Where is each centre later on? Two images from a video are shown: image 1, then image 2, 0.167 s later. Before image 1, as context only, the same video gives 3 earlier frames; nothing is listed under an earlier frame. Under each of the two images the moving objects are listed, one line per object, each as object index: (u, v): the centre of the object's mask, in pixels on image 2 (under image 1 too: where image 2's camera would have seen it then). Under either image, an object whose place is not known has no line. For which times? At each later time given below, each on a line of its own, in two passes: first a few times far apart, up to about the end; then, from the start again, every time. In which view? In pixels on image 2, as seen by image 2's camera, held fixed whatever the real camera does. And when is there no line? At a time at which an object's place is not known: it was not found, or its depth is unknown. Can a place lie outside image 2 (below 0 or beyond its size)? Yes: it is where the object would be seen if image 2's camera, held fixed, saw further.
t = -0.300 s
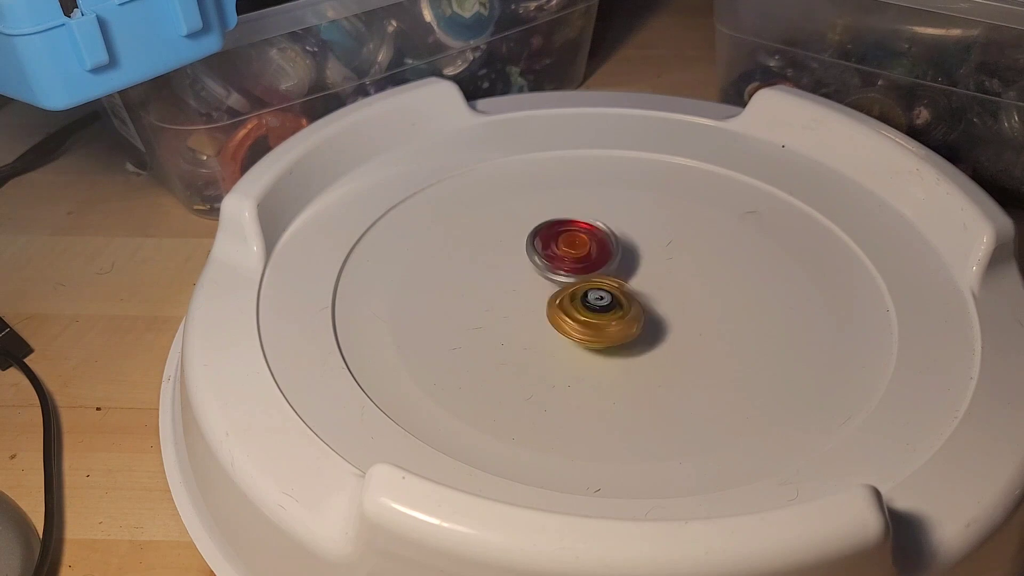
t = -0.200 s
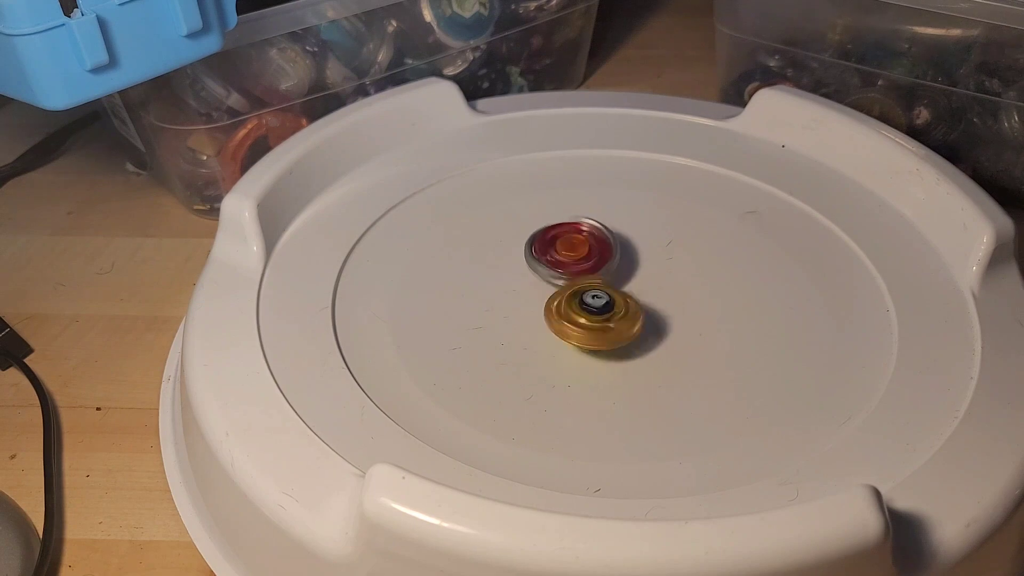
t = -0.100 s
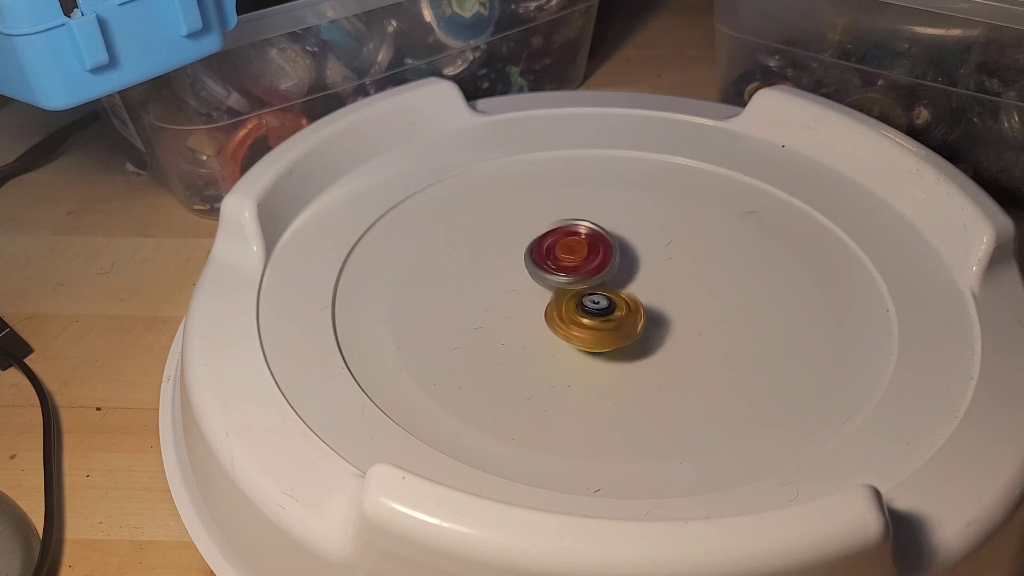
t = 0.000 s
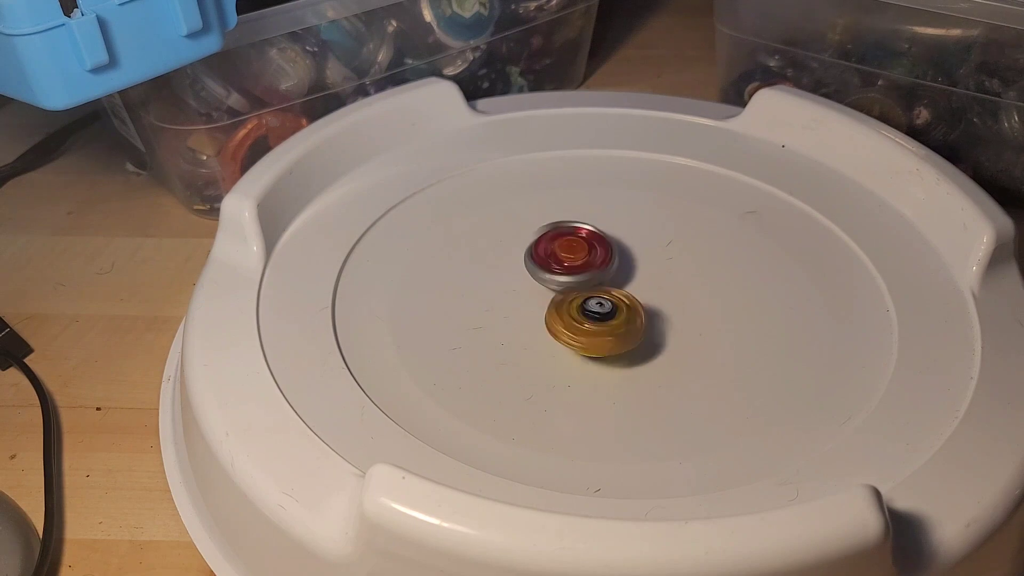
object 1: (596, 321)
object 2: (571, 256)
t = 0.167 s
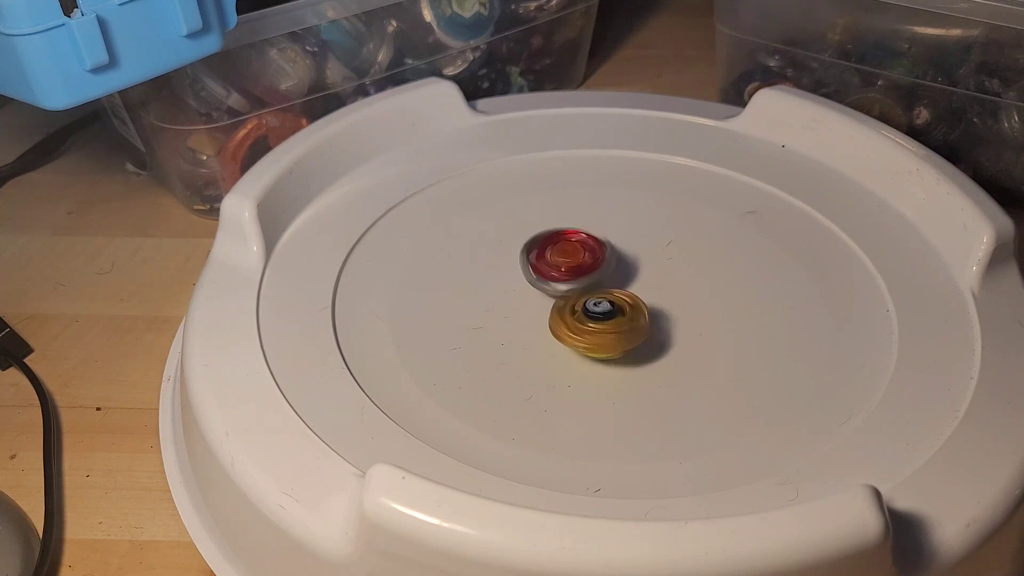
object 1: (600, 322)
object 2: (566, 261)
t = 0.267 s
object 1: (607, 326)
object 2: (566, 259)
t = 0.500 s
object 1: (620, 323)
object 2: (553, 259)
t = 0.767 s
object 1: (620, 309)
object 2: (545, 265)
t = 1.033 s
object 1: (626, 305)
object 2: (531, 266)
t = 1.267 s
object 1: (623, 303)
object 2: (526, 269)
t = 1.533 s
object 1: (628, 304)
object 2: (524, 279)
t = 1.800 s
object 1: (631, 304)
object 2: (521, 288)
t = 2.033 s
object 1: (623, 302)
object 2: (520, 297)
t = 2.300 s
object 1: (624, 299)
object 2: (514, 301)
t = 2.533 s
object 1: (622, 296)
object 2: (517, 306)
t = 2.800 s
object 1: (620, 294)
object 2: (526, 316)
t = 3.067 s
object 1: (629, 284)
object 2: (530, 325)
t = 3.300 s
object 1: (617, 286)
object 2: (541, 329)
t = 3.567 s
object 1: (618, 288)
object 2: (549, 337)
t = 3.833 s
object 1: (633, 284)
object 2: (556, 347)
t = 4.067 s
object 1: (627, 283)
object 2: (565, 349)
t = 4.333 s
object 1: (622, 288)
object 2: (578, 357)
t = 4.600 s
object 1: (629, 290)
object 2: (590, 358)
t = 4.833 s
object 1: (626, 291)
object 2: (607, 357)
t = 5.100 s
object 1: (615, 284)
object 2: (615, 355)
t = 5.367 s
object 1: (595, 284)
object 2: (626, 356)
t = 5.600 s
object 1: (584, 288)
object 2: (637, 354)
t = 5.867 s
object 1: (591, 291)
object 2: (643, 351)
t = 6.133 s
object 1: (596, 281)
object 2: (657, 345)
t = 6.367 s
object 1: (599, 282)
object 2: (667, 341)
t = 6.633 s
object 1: (599, 284)
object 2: (673, 338)
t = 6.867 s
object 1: (594, 287)
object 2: (675, 336)
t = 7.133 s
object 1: (584, 290)
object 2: (678, 330)
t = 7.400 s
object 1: (575, 297)
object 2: (686, 329)
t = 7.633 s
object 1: (583, 299)
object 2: (687, 322)
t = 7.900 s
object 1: (580, 293)
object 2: (685, 318)
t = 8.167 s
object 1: (580, 292)
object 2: (687, 310)
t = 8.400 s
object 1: (585, 289)
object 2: (687, 306)
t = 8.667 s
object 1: (582, 289)
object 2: (688, 301)
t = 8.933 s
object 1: (580, 289)
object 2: (688, 298)
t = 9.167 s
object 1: (580, 292)
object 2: (689, 295)
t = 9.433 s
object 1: (583, 295)
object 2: (684, 289)
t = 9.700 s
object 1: (562, 303)
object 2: (661, 284)
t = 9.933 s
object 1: (561, 318)
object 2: (622, 274)
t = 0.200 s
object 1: (604, 325)
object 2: (566, 258)
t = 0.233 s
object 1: (606, 326)
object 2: (567, 258)
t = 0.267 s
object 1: (607, 326)
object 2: (566, 259)
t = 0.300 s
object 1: (607, 326)
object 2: (565, 260)
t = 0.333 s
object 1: (609, 325)
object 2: (564, 261)
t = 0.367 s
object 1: (609, 323)
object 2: (562, 261)
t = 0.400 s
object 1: (610, 322)
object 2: (560, 263)
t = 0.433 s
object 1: (611, 318)
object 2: (560, 264)
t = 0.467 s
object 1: (613, 321)
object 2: (556, 262)
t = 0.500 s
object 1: (620, 323)
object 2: (553, 259)
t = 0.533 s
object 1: (622, 321)
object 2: (552, 261)
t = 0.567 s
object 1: (621, 321)
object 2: (551, 261)
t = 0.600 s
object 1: (623, 320)
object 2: (551, 262)
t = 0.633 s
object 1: (623, 317)
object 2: (551, 262)
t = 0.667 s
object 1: (622, 316)
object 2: (549, 263)
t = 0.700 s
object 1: (624, 313)
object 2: (548, 263)
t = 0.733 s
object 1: (621, 310)
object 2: (547, 264)
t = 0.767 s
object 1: (620, 309)
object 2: (545, 265)
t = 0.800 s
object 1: (624, 307)
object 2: (541, 264)
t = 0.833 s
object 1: (622, 305)
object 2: (541, 265)
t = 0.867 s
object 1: (622, 305)
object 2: (539, 266)
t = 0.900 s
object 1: (627, 306)
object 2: (534, 264)
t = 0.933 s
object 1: (627, 306)
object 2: (535, 264)
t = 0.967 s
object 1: (630, 307)
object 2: (534, 265)
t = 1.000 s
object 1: (627, 305)
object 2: (532, 265)
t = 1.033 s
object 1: (626, 305)
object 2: (531, 266)
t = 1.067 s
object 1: (627, 304)
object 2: (529, 266)
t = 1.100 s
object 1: (625, 303)
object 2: (528, 268)
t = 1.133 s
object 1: (621, 302)
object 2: (527, 269)
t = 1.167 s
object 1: (621, 302)
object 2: (528, 271)
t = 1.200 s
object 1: (618, 301)
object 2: (528, 272)
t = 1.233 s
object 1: (617, 301)
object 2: (529, 271)
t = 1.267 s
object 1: (623, 303)
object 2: (526, 269)
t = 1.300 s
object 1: (624, 302)
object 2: (526, 270)
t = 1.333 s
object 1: (623, 303)
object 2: (526, 272)
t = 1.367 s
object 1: (627, 304)
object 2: (525, 273)
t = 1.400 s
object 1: (628, 303)
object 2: (524, 275)
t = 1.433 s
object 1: (627, 303)
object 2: (524, 277)
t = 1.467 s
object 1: (629, 305)
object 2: (525, 277)
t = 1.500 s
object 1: (628, 304)
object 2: (526, 279)
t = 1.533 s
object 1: (628, 304)
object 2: (524, 279)
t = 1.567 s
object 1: (628, 305)
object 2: (527, 281)
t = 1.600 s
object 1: (627, 304)
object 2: (526, 283)
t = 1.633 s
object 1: (624, 304)
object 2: (526, 284)
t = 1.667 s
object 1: (623, 303)
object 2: (526, 286)
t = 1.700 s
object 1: (628, 304)
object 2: (520, 285)
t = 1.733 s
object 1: (629, 303)
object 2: (521, 285)
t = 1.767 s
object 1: (629, 303)
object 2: (522, 286)
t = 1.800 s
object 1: (631, 304)
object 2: (521, 288)
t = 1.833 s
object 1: (629, 303)
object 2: (520, 289)
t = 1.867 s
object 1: (629, 303)
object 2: (519, 290)
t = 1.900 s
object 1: (629, 303)
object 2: (518, 292)
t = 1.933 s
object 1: (628, 303)
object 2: (518, 293)
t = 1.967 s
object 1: (626, 302)
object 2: (520, 295)
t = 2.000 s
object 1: (623, 303)
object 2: (517, 296)
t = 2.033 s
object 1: (623, 302)
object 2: (520, 297)
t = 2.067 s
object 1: (619, 302)
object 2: (519, 298)
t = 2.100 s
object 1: (623, 302)
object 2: (513, 298)
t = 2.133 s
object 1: (625, 300)
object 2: (511, 297)
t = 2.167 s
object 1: (624, 300)
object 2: (511, 299)
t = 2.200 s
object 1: (625, 300)
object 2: (514, 300)
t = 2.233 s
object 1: (627, 299)
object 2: (515, 300)
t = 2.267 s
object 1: (626, 299)
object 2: (514, 301)
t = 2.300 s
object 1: (624, 299)
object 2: (514, 301)
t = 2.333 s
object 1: (625, 300)
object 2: (513, 303)
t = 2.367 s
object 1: (625, 299)
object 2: (513, 304)
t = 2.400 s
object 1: (622, 298)
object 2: (516, 305)
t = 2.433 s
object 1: (620, 298)
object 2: (519, 306)
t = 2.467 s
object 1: (619, 298)
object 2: (521, 307)
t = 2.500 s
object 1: (623, 297)
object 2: (515, 307)
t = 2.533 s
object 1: (622, 296)
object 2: (517, 306)
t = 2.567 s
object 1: (622, 296)
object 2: (519, 308)
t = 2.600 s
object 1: (624, 296)
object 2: (519, 310)
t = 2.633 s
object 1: (623, 295)
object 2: (522, 312)
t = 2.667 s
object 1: (622, 294)
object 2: (525, 313)
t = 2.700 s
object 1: (622, 295)
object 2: (526, 313)
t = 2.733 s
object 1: (622, 295)
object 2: (527, 315)
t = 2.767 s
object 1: (621, 294)
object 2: (525, 316)
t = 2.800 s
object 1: (620, 294)
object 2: (526, 316)
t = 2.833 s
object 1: (623, 292)
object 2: (524, 319)
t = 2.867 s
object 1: (627, 290)
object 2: (525, 318)
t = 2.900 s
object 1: (627, 289)
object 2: (528, 318)
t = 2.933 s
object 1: (628, 288)
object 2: (528, 320)
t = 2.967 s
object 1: (630, 287)
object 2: (526, 321)
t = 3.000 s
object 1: (630, 286)
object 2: (525, 322)
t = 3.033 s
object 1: (629, 285)
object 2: (528, 324)
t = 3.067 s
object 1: (629, 284)
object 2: (530, 325)
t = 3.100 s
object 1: (629, 284)
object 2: (531, 325)
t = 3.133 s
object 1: (627, 283)
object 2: (532, 326)
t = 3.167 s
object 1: (624, 283)
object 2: (532, 326)
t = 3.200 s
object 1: (623, 284)
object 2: (532, 327)
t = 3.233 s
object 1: (622, 284)
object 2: (536, 329)
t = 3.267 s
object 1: (619, 285)
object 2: (539, 329)
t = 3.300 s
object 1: (617, 286)
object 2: (541, 329)
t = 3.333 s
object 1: (617, 287)
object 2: (540, 331)
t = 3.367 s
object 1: (619, 286)
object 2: (537, 332)
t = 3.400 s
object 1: (616, 285)
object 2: (538, 332)
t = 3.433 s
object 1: (615, 286)
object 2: (542, 334)
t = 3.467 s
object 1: (617, 286)
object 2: (546, 334)
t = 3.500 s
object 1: (619, 287)
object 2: (547, 335)
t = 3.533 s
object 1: (618, 287)
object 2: (548, 336)
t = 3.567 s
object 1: (618, 288)
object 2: (549, 337)
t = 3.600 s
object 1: (619, 289)
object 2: (551, 338)
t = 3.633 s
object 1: (620, 289)
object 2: (554, 339)
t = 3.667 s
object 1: (622, 289)
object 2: (557, 339)
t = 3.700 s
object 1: (623, 289)
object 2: (555, 342)
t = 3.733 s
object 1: (628, 287)
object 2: (550, 345)
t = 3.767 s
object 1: (630, 286)
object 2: (549, 346)
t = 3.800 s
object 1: (632, 285)
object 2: (553, 346)
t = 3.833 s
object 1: (633, 284)
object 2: (556, 347)
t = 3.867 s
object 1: (633, 283)
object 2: (556, 347)
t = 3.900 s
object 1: (633, 282)
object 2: (556, 348)
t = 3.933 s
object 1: (634, 282)
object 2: (557, 349)
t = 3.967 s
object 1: (633, 281)
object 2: (560, 350)
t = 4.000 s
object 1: (631, 281)
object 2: (563, 349)
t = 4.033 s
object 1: (629, 281)
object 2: (565, 349)
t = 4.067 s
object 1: (627, 283)
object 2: (565, 349)
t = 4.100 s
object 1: (627, 284)
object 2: (567, 350)
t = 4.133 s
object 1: (625, 284)
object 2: (570, 351)
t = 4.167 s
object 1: (622, 285)
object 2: (574, 351)
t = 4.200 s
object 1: (620, 287)
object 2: (575, 350)
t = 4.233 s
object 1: (620, 289)
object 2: (576, 350)
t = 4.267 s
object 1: (620, 290)
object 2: (578, 351)
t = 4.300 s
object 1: (620, 291)
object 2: (580, 354)
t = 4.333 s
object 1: (622, 288)
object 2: (578, 357)
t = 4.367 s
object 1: (621, 288)
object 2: (578, 356)
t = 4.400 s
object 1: (620, 288)
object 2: (579, 355)
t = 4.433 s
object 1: (622, 290)
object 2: (581, 356)
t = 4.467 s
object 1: (625, 290)
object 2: (584, 357)
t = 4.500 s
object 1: (626, 289)
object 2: (587, 356)
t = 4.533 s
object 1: (626, 289)
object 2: (589, 357)
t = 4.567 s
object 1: (627, 290)
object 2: (590, 357)
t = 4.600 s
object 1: (629, 290)
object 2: (590, 358)
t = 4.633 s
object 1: (629, 290)
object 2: (594, 358)
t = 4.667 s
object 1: (629, 290)
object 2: (597, 358)
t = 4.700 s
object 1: (627, 290)
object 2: (599, 358)
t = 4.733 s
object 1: (627, 290)
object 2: (599, 358)
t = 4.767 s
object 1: (627, 291)
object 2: (600, 358)
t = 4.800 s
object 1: (627, 291)
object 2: (604, 358)
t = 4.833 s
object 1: (626, 291)
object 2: (607, 357)
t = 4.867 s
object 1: (626, 291)
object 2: (608, 358)
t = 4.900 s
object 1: (624, 289)
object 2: (605, 358)
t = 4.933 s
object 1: (622, 289)
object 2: (606, 356)
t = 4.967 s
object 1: (621, 288)
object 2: (609, 358)
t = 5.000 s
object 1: (620, 286)
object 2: (608, 356)
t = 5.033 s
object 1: (620, 285)
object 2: (611, 354)
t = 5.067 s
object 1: (618, 284)
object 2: (611, 354)
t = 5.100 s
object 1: (615, 284)
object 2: (615, 355)
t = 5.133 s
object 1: (610, 284)
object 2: (618, 354)
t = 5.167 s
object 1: (608, 283)
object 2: (619, 354)
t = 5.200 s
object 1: (607, 283)
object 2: (621, 353)
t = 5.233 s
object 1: (607, 283)
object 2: (622, 353)
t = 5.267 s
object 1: (604, 284)
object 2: (625, 352)
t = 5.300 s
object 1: (600, 285)
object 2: (628, 353)
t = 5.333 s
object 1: (597, 286)
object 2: (626, 354)
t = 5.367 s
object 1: (595, 284)
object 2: (626, 356)
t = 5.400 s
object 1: (591, 284)
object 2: (626, 358)
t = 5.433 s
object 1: (590, 286)
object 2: (629, 355)
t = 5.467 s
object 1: (590, 286)
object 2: (631, 355)
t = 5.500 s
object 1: (590, 285)
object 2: (632, 356)
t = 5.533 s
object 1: (588, 285)
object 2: (633, 356)
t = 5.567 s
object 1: (586, 286)
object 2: (637, 355)
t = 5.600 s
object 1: (584, 288)
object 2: (637, 354)
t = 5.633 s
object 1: (585, 290)
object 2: (638, 355)
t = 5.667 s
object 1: (586, 290)
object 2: (637, 354)
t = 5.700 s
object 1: (587, 291)
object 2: (641, 353)
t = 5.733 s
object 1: (588, 292)
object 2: (642, 352)
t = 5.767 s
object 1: (588, 293)
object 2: (642, 354)
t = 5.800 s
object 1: (588, 292)
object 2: (641, 354)
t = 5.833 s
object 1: (589, 292)
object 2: (643, 354)
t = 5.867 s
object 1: (591, 291)
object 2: (643, 351)
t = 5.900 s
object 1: (593, 290)
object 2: (646, 351)
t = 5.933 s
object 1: (594, 288)
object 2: (646, 353)
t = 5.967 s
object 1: (594, 287)
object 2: (648, 351)
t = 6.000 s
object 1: (594, 285)
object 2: (651, 348)
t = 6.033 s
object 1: (595, 284)
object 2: (652, 349)
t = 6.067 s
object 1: (595, 282)
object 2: (652, 348)
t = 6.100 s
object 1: (595, 281)
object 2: (656, 348)
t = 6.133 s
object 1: (596, 281)
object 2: (657, 345)
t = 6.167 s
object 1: (598, 280)
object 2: (658, 345)
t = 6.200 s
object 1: (597, 280)
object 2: (658, 346)
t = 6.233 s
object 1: (597, 280)
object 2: (661, 344)
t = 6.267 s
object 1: (597, 281)
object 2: (663, 342)
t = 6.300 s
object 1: (597, 281)
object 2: (663, 342)
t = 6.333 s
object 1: (597, 281)
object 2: (664, 342)
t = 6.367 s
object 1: (599, 282)
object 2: (667, 341)
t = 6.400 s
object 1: (600, 283)
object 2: (668, 338)
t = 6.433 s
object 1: (602, 284)
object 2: (668, 338)
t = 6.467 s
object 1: (602, 284)
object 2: (669, 338)
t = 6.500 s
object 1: (602, 284)
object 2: (672, 339)
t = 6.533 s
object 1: (602, 285)
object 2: (672, 338)
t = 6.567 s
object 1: (601, 284)
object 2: (673, 341)
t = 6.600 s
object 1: (600, 284)
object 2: (671, 342)
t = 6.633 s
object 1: (599, 284)
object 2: (673, 338)
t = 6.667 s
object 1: (598, 283)
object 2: (675, 337)
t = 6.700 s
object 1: (597, 284)
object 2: (674, 337)
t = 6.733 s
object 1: (596, 284)
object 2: (674, 339)
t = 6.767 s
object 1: (596, 285)
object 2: (677, 336)
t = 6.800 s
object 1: (596, 285)
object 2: (676, 336)
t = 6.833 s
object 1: (596, 286)
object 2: (674, 336)
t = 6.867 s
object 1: (594, 287)
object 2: (675, 336)
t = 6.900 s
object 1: (591, 288)
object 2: (679, 336)
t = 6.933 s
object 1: (591, 290)
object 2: (676, 335)
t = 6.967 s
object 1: (590, 290)
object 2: (675, 334)
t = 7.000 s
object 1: (588, 288)
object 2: (678, 336)
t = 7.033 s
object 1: (586, 289)
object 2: (677, 334)
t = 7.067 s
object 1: (586, 291)
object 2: (675, 331)
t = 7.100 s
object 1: (586, 290)
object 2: (675, 331)
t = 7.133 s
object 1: (584, 290)
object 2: (678, 330)
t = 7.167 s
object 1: (583, 292)
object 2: (678, 328)
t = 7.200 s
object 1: (585, 294)
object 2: (676, 327)
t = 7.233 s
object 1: (586, 295)
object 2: (680, 329)
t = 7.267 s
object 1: (584, 295)
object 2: (683, 330)
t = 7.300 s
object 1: (583, 296)
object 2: (679, 328)
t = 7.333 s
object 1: (582, 296)
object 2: (682, 328)
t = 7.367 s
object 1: (577, 295)
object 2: (687, 330)
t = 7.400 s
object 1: (575, 297)
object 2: (686, 329)
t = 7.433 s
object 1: (577, 298)
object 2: (683, 326)
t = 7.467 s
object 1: (579, 297)
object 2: (684, 326)
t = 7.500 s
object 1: (579, 296)
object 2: (687, 324)
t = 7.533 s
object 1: (577, 296)
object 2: (687, 324)
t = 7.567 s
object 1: (577, 297)
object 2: (684, 324)
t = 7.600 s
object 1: (579, 298)
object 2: (687, 323)
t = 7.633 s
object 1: (583, 299)
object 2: (687, 322)
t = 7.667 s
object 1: (585, 300)
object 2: (684, 322)
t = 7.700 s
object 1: (584, 299)
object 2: (687, 323)
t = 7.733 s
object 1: (585, 299)
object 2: (687, 322)
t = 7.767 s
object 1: (582, 298)
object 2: (686, 322)
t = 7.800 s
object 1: (581, 299)
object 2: (684, 322)
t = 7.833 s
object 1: (583, 297)
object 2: (686, 320)
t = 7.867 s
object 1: (582, 295)
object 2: (685, 318)
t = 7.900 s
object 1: (580, 293)
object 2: (685, 318)
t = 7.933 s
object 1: (578, 293)
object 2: (687, 318)
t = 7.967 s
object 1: (579, 294)
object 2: (687, 316)
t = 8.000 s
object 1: (579, 293)
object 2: (685, 314)
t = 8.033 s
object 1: (579, 292)
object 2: (685, 314)
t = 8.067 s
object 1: (578, 292)
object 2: (688, 313)
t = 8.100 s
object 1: (577, 291)
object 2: (686, 312)
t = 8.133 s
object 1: (578, 292)
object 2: (684, 312)
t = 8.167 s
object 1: (580, 292)
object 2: (687, 310)
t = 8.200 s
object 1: (581, 291)
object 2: (687, 309)
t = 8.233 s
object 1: (582, 292)
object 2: (685, 309)
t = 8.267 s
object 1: (583, 291)
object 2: (685, 308)
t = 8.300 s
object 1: (585, 291)
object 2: (689, 306)
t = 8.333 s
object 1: (585, 290)
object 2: (688, 308)
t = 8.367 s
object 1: (586, 290)
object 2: (685, 309)
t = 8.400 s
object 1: (585, 289)
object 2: (687, 306)
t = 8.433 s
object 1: (584, 289)
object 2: (687, 304)
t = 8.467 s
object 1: (585, 289)
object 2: (687, 305)
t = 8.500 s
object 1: (585, 289)
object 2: (689, 305)
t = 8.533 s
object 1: (585, 288)
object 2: (687, 303)
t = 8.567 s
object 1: (586, 289)
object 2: (686, 302)
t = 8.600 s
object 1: (586, 289)
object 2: (687, 303)
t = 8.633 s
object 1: (586, 289)
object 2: (687, 301)
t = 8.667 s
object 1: (582, 289)
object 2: (688, 301)
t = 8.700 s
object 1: (581, 289)
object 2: (687, 302)
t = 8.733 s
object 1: (581, 289)
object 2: (687, 301)
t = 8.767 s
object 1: (580, 288)
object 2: (683, 300)
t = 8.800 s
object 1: (579, 289)
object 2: (683, 300)
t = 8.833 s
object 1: (580, 289)
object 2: (686, 299)
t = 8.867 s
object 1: (581, 289)
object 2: (684, 299)
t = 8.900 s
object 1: (582, 290)
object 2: (681, 298)
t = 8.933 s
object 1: (580, 289)
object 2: (688, 298)
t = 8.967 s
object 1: (580, 290)
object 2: (686, 297)
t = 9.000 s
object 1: (581, 290)
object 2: (685, 296)
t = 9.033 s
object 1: (581, 290)
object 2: (687, 296)
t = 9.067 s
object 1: (582, 291)
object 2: (686, 294)
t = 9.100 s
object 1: (585, 291)
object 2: (684, 294)
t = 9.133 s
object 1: (582, 291)
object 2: (690, 295)
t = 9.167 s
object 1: (580, 292)
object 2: (689, 295)
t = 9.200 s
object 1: (581, 292)
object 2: (685, 295)
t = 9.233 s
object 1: (582, 292)
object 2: (683, 294)
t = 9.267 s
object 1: (578, 292)
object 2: (688, 291)
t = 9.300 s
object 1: (576, 294)
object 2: (687, 293)
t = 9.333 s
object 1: (579, 296)
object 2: (685, 294)
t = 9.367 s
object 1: (582, 296)
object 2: (684, 291)
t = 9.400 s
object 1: (583, 296)
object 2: (682, 289)
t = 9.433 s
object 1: (583, 295)
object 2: (684, 289)
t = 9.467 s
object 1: (582, 295)
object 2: (685, 290)
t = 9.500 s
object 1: (582, 295)
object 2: (681, 290)
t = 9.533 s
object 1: (582, 294)
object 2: (679, 290)
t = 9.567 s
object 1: (580, 294)
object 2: (678, 289)
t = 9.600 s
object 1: (578, 296)
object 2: (671, 288)
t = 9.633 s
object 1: (574, 300)
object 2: (668, 288)
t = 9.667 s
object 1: (567, 303)
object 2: (665, 285)
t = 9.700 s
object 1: (562, 303)
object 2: (661, 284)
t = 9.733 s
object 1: (556, 303)
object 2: (660, 283)
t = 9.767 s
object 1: (553, 304)
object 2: (652, 281)
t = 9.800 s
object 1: (553, 306)
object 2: (648, 280)
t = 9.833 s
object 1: (552, 310)
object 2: (642, 279)
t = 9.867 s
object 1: (553, 312)
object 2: (634, 277)
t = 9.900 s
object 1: (556, 315)
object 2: (630, 276)
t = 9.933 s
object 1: (561, 318)
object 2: (622, 274)
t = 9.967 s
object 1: (567, 318)
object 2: (620, 274)
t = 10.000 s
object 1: (571, 323)
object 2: (614, 270)
